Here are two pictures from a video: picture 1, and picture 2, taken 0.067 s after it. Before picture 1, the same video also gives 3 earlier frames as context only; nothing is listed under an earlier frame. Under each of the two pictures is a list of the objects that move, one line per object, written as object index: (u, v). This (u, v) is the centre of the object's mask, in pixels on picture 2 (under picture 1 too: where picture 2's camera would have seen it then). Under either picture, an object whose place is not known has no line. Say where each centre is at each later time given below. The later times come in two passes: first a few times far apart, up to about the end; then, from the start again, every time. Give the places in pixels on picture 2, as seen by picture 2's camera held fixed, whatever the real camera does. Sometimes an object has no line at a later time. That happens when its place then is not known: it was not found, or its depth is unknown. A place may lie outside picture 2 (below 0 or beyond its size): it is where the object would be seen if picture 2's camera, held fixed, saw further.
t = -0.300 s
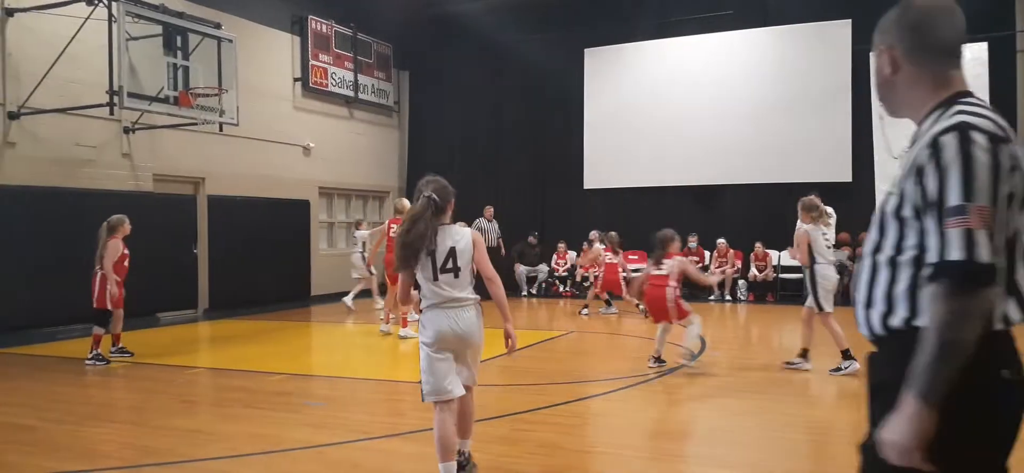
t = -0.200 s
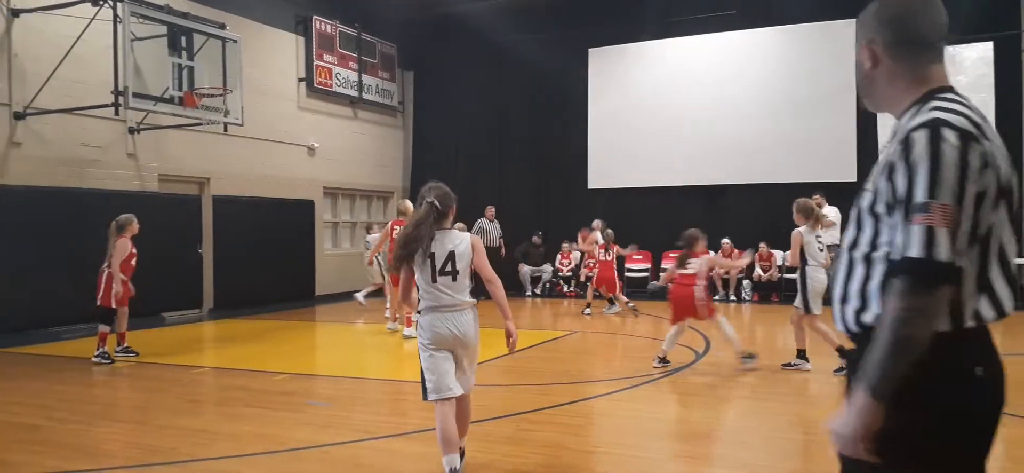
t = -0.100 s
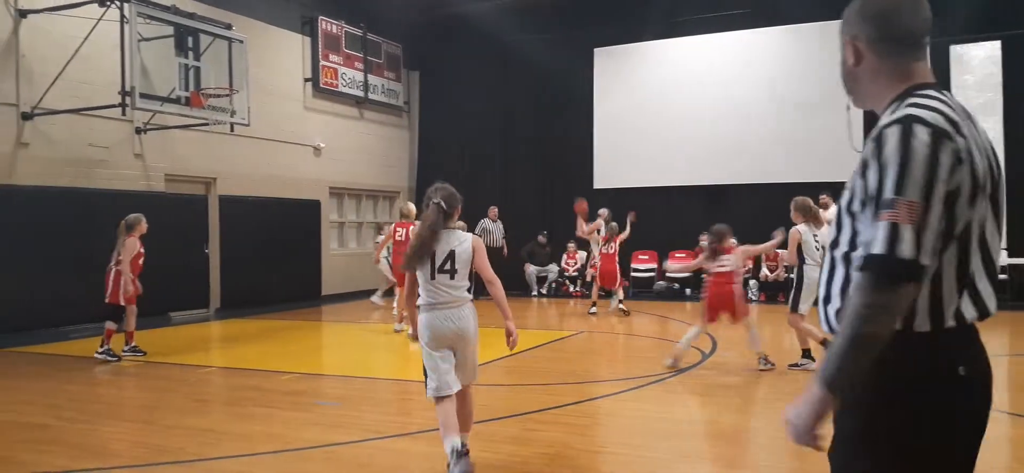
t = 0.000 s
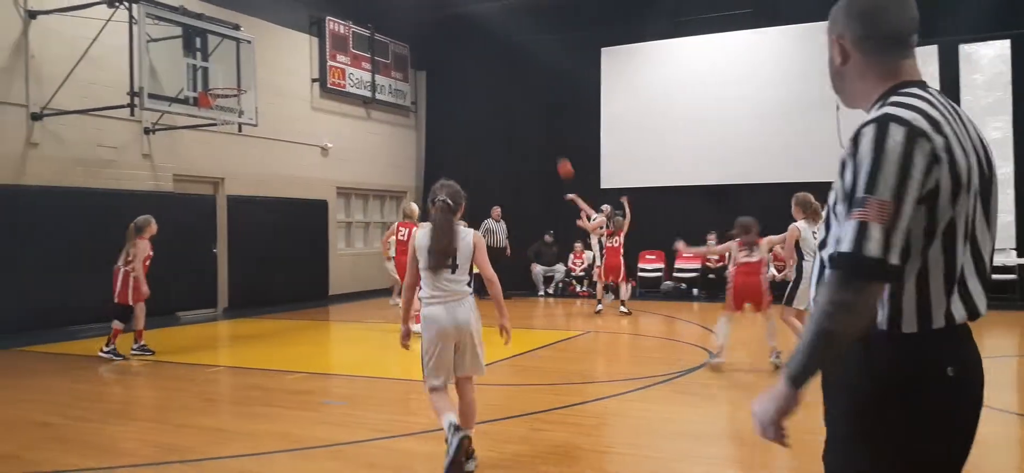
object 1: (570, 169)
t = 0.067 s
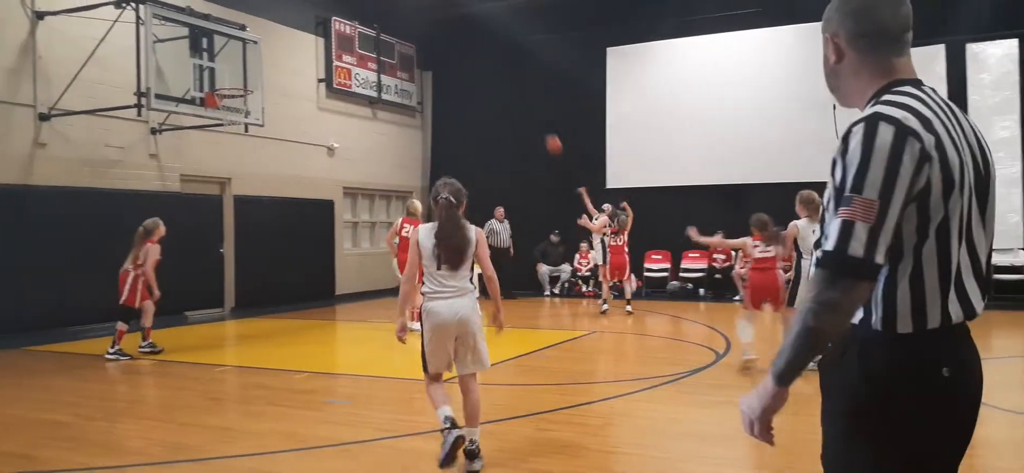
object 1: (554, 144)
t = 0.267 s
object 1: (502, 85)
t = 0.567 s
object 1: (421, 39)
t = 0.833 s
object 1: (340, 49)
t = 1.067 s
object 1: (265, 106)
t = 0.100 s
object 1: (545, 133)
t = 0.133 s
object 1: (537, 122)
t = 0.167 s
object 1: (528, 112)
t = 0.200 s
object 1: (519, 102)
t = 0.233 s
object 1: (511, 93)
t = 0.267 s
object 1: (502, 85)
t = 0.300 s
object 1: (493, 77)
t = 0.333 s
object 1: (484, 70)
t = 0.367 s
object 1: (476, 64)
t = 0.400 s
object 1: (467, 58)
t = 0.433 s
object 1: (458, 53)
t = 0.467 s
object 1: (448, 48)
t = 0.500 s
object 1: (439, 45)
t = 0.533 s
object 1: (430, 42)
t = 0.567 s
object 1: (421, 39)
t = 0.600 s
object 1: (412, 37)
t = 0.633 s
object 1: (402, 36)
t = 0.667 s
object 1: (393, 36)
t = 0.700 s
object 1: (383, 37)
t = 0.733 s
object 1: (373, 41)
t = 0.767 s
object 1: (361, 42)
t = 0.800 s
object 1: (350, 44)
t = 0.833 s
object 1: (340, 49)
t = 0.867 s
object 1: (330, 57)
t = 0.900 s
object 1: (320, 62)
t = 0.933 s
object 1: (310, 69)
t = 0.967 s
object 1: (299, 77)
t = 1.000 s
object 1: (288, 85)
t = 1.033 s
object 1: (277, 95)
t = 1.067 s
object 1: (265, 106)
